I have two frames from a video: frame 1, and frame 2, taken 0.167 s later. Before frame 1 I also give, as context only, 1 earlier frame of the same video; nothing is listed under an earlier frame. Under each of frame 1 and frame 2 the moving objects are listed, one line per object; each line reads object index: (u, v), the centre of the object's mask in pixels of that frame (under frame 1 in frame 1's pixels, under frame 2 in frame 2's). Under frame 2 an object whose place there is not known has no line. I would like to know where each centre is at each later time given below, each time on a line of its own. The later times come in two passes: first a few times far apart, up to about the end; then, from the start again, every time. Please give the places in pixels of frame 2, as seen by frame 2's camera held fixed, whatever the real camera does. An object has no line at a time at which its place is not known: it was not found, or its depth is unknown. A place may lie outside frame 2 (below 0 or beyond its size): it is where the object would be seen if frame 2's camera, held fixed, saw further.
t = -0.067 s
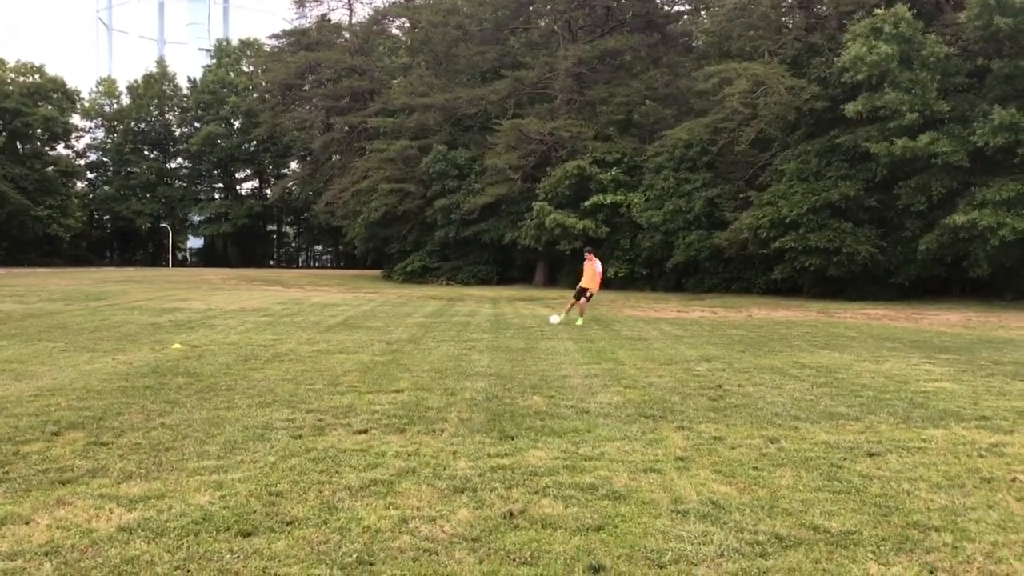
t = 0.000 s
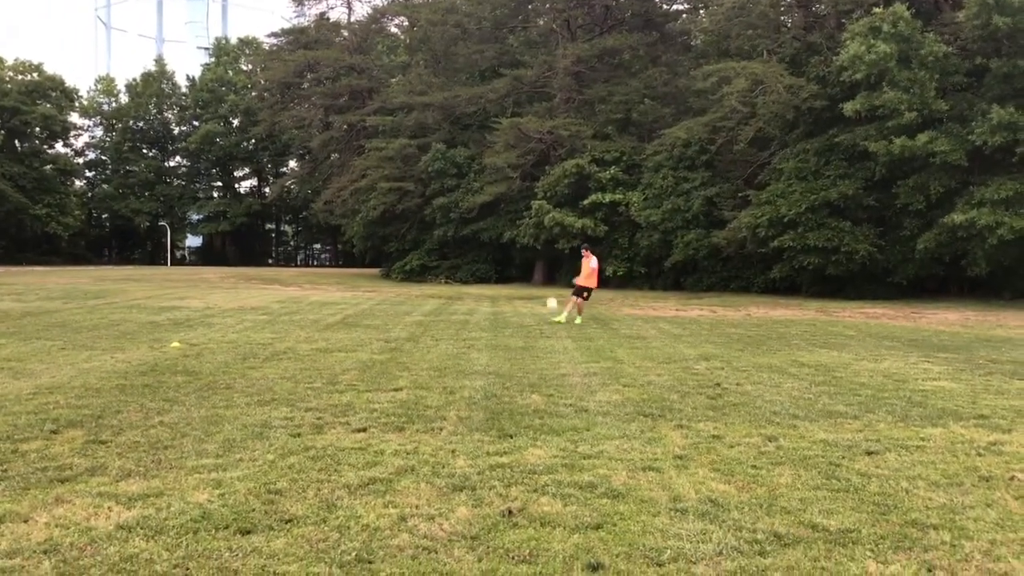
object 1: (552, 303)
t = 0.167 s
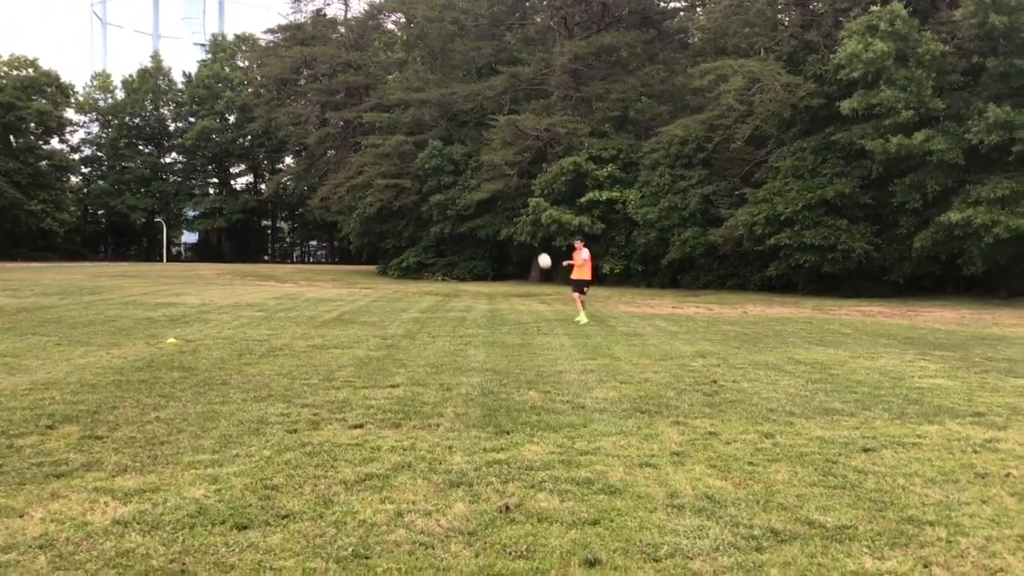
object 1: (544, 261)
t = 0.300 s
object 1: (541, 230)
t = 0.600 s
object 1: (533, 174)
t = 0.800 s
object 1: (528, 153)
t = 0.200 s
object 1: (544, 253)
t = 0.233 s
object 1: (543, 245)
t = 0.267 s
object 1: (542, 238)
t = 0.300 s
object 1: (541, 230)
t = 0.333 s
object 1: (540, 223)
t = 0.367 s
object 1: (539, 216)
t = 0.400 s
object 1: (538, 209)
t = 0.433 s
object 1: (537, 202)
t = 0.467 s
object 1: (536, 196)
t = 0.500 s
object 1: (535, 190)
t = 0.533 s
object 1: (534, 185)
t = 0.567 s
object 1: (533, 179)
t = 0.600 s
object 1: (533, 174)
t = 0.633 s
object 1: (532, 170)
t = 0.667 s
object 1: (531, 166)
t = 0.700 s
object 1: (530, 161)
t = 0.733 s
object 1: (531, 158)
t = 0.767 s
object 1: (530, 156)
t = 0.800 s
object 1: (528, 153)
